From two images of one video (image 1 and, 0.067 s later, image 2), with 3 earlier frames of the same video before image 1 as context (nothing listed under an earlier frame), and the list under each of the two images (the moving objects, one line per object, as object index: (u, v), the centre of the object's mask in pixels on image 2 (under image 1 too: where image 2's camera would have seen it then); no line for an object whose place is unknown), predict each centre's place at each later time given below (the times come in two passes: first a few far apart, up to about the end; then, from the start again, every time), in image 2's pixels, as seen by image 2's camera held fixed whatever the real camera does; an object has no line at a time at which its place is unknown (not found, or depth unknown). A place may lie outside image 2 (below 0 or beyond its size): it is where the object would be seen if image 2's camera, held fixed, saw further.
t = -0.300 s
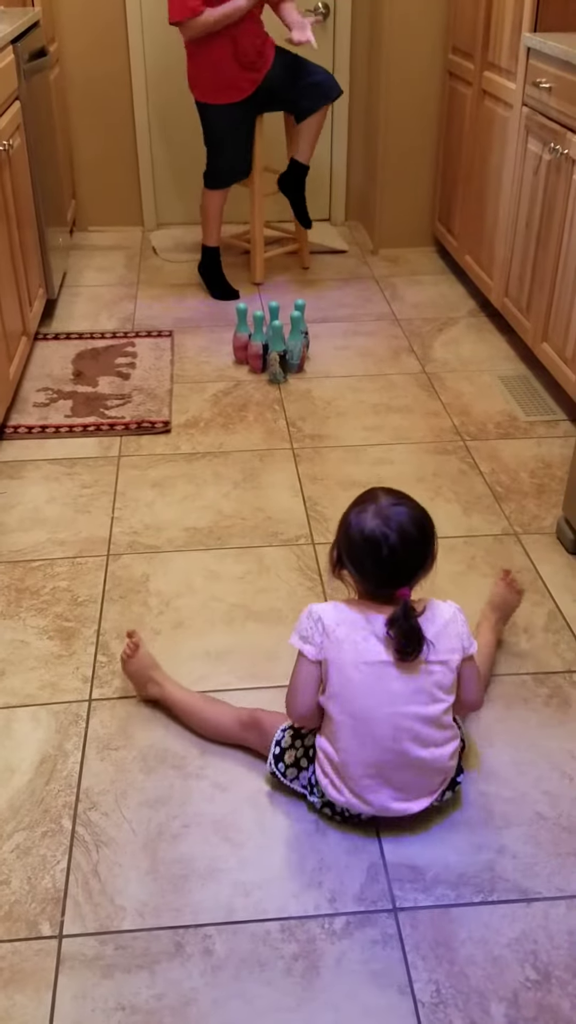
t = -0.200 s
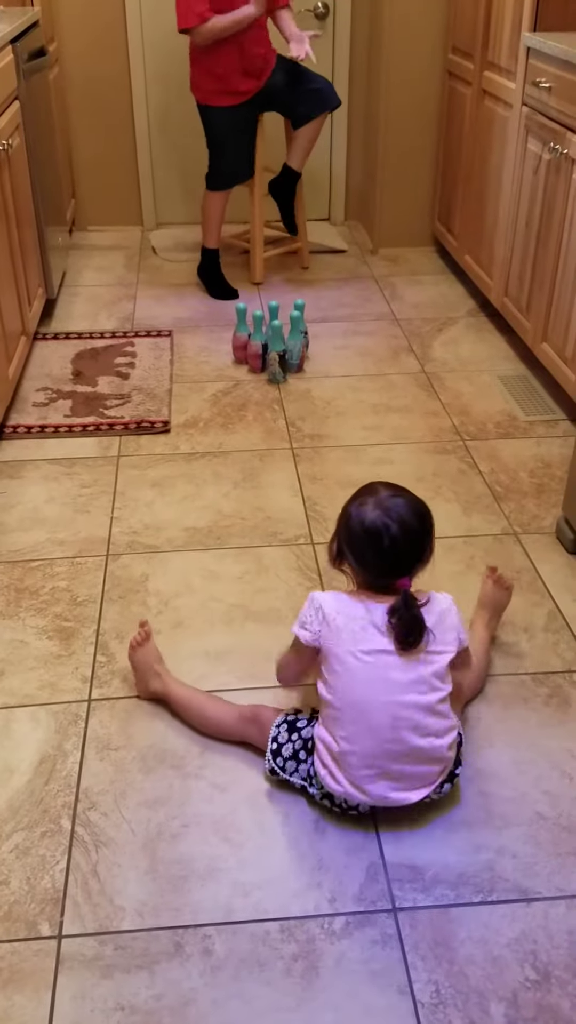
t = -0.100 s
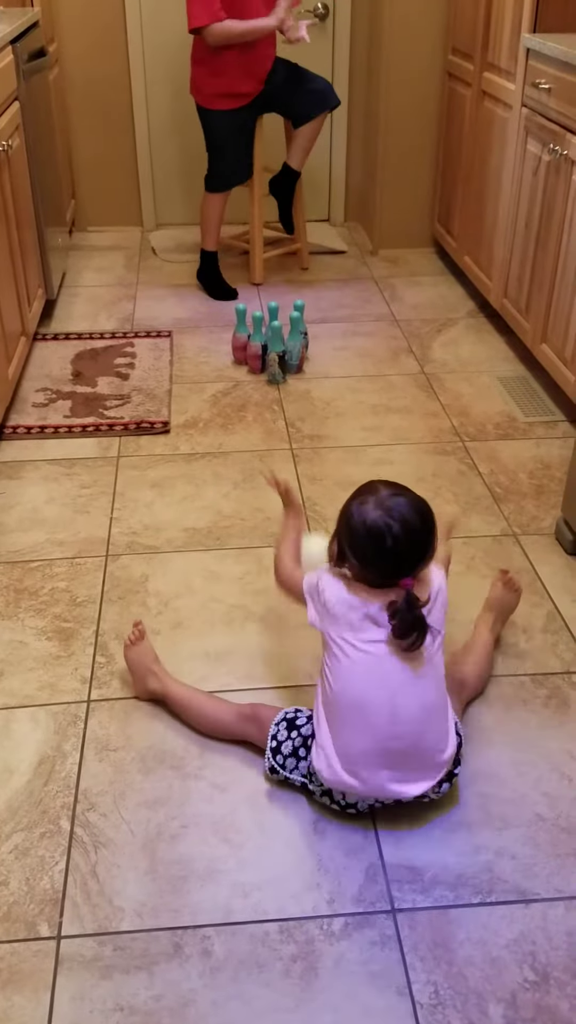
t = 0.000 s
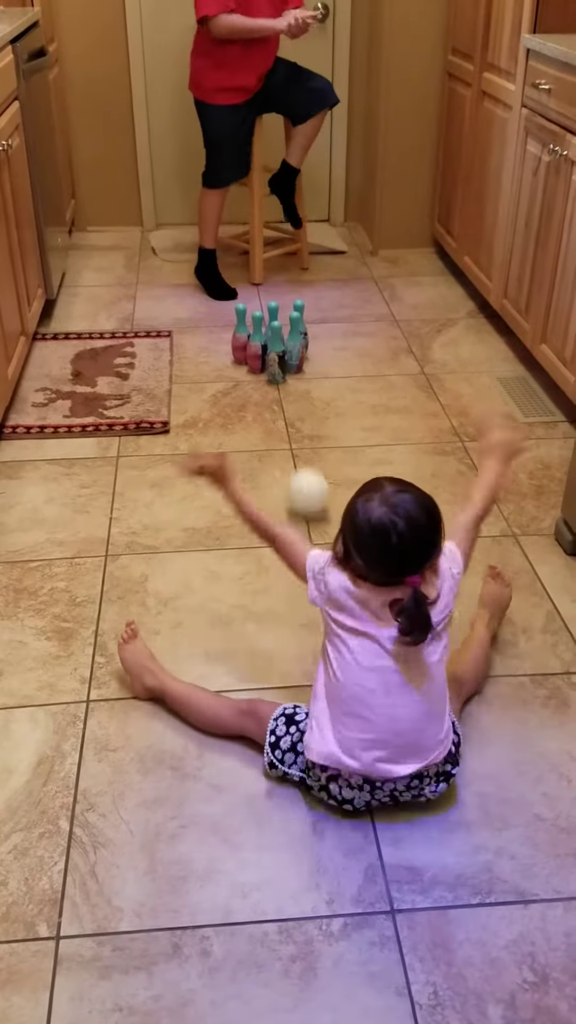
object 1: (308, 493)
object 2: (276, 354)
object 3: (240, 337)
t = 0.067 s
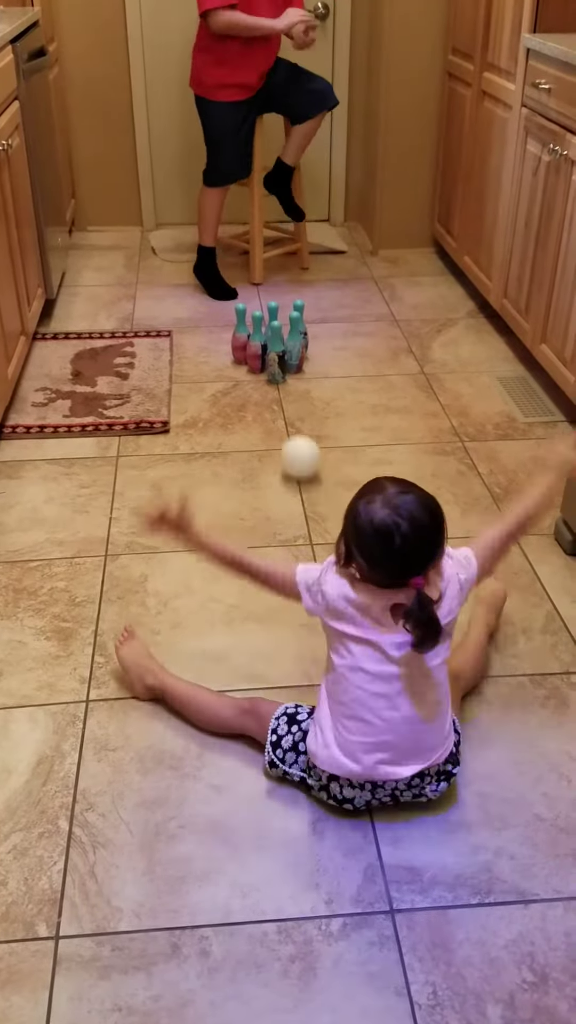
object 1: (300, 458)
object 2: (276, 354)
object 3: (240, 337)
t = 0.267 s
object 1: (299, 379)
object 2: (275, 354)
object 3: (240, 337)
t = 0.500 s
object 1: (363, 348)
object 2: (259, 352)
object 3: (235, 333)
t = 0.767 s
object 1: (434, 319)
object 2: (237, 365)
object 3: (229, 330)
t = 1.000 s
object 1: (450, 298)
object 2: (217, 364)
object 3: (216, 332)
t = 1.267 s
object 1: (413, 285)
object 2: (202, 372)
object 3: (205, 335)
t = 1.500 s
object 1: (392, 276)
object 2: (203, 377)
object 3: (194, 335)
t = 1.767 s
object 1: (365, 265)
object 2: (204, 381)
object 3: (183, 337)
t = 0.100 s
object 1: (299, 441)
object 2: (276, 354)
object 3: (240, 338)
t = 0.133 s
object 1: (300, 426)
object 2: (276, 355)
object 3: (240, 337)
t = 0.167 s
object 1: (301, 410)
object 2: (276, 355)
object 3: (240, 337)
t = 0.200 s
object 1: (300, 399)
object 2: (276, 355)
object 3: (240, 338)
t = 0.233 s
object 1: (299, 391)
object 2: (276, 354)
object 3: (240, 338)
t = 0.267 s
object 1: (299, 379)
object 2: (275, 354)
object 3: (240, 337)
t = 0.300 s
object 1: (302, 369)
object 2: (275, 354)
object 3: (240, 337)
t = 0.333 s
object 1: (310, 362)
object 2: (271, 353)
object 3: (240, 337)
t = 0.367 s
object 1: (320, 357)
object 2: (268, 352)
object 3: (240, 335)
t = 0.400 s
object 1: (331, 355)
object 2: (265, 351)
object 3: (238, 335)
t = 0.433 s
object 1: (341, 354)
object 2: (263, 352)
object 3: (237, 335)
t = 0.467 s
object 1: (352, 351)
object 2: (261, 352)
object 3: (236, 334)
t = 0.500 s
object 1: (363, 348)
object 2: (259, 352)
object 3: (235, 333)
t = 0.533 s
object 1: (373, 343)
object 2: (257, 351)
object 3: (234, 333)
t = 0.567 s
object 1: (384, 340)
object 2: (254, 352)
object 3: (233, 333)
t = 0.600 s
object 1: (391, 337)
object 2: (252, 354)
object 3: (228, 331)
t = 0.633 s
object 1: (399, 332)
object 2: (249, 356)
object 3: (232, 325)
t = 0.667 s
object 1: (408, 330)
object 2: (247, 360)
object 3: (231, 323)
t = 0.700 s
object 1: (417, 326)
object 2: (244, 365)
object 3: (231, 329)
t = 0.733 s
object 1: (426, 322)
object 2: (238, 369)
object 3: (231, 331)
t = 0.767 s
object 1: (434, 319)
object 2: (237, 365)
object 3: (229, 330)
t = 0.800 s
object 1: (442, 314)
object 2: (234, 363)
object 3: (227, 330)
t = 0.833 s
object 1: (448, 311)
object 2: (232, 361)
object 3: (225, 331)
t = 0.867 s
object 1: (456, 307)
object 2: (229, 362)
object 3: (224, 335)
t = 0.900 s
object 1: (463, 304)
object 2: (226, 366)
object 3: (220, 339)
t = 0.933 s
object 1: (465, 302)
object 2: (222, 370)
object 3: (221, 339)
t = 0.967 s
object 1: (458, 299)
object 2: (222, 368)
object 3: (219, 334)
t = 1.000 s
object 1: (450, 298)
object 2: (217, 364)
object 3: (216, 332)
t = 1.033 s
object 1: (444, 295)
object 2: (215, 364)
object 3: (215, 331)
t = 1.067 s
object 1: (437, 294)
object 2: (213, 369)
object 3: (213, 332)
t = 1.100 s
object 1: (431, 292)
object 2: (210, 370)
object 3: (212, 335)
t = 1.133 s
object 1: (427, 290)
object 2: (207, 368)
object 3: (211, 336)
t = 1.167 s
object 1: (423, 289)
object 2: (205, 367)
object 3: (208, 334)
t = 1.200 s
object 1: (419, 287)
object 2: (204, 369)
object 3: (207, 334)
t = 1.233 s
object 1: (416, 286)
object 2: (202, 375)
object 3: (205, 334)
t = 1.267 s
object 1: (413, 285)
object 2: (202, 372)
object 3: (205, 335)
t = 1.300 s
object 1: (410, 283)
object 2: (200, 371)
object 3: (203, 336)
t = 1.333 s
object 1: (407, 282)
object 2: (200, 372)
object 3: (201, 334)
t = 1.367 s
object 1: (405, 281)
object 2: (201, 376)
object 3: (200, 335)
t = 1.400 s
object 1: (402, 280)
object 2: (202, 375)
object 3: (198, 334)
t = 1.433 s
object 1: (398, 279)
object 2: (202, 374)
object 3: (197, 335)
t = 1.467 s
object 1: (395, 277)
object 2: (202, 377)
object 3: (195, 335)
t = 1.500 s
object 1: (392, 276)
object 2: (203, 377)
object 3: (194, 335)
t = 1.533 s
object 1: (388, 275)
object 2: (204, 378)
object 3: (193, 336)
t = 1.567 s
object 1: (384, 273)
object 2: (204, 378)
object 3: (191, 336)
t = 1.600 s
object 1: (380, 272)
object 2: (204, 379)
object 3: (190, 336)
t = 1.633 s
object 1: (376, 270)
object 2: (204, 379)
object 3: (188, 336)
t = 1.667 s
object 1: (373, 269)
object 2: (204, 379)
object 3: (187, 336)
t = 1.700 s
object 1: (370, 267)
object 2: (203, 381)
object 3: (186, 337)
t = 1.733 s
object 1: (367, 266)
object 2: (204, 380)
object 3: (184, 337)
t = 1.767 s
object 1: (365, 265)
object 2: (204, 381)
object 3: (183, 337)
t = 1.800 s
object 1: (362, 264)
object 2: (204, 380)
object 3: (181, 337)
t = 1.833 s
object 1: (360, 263)
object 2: (204, 381)
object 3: (180, 337)
